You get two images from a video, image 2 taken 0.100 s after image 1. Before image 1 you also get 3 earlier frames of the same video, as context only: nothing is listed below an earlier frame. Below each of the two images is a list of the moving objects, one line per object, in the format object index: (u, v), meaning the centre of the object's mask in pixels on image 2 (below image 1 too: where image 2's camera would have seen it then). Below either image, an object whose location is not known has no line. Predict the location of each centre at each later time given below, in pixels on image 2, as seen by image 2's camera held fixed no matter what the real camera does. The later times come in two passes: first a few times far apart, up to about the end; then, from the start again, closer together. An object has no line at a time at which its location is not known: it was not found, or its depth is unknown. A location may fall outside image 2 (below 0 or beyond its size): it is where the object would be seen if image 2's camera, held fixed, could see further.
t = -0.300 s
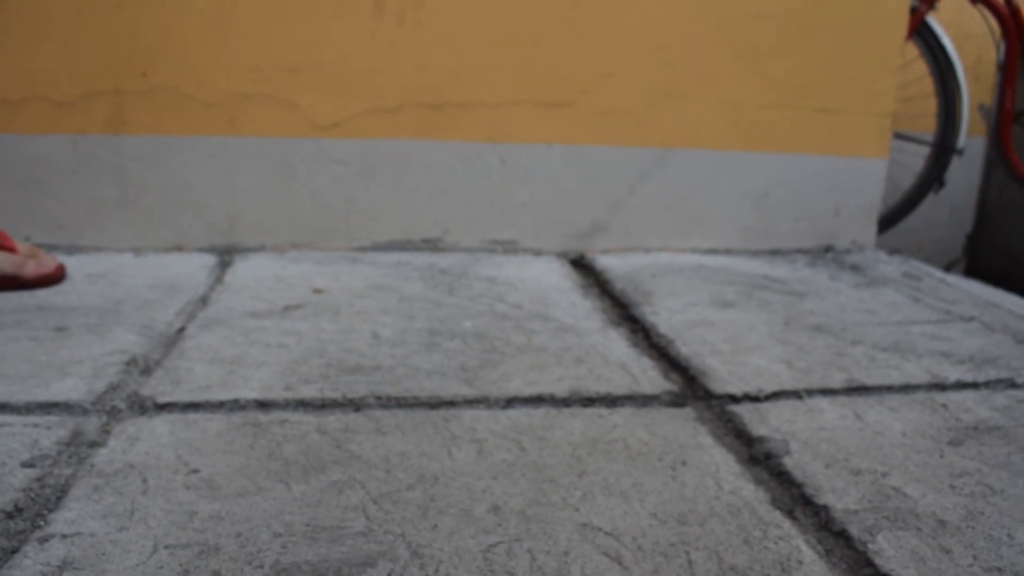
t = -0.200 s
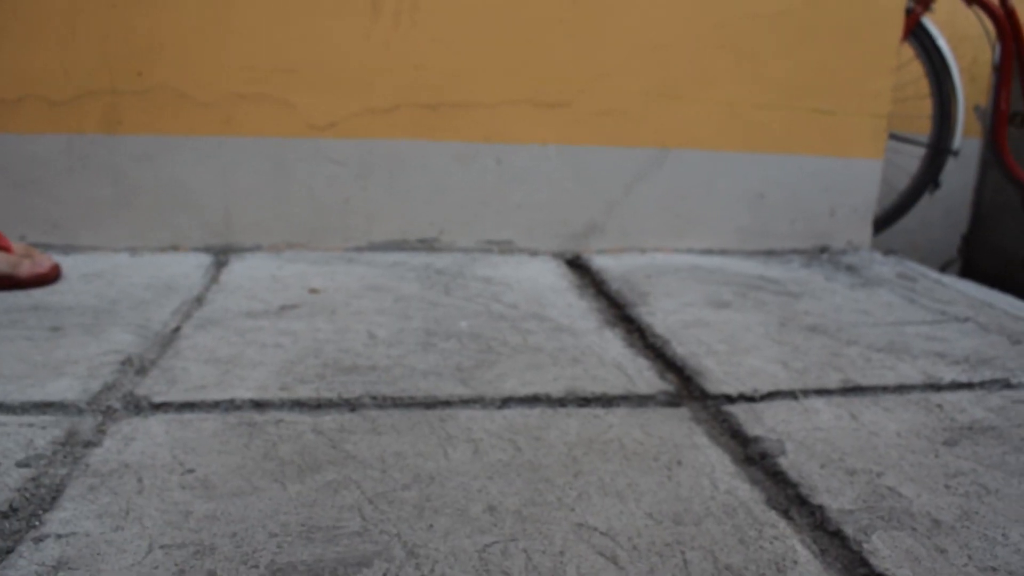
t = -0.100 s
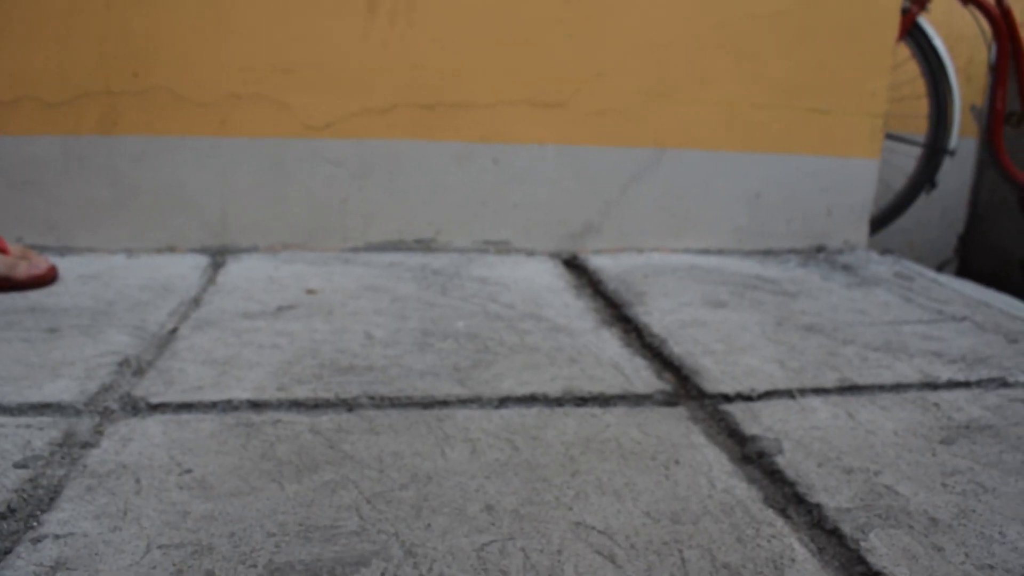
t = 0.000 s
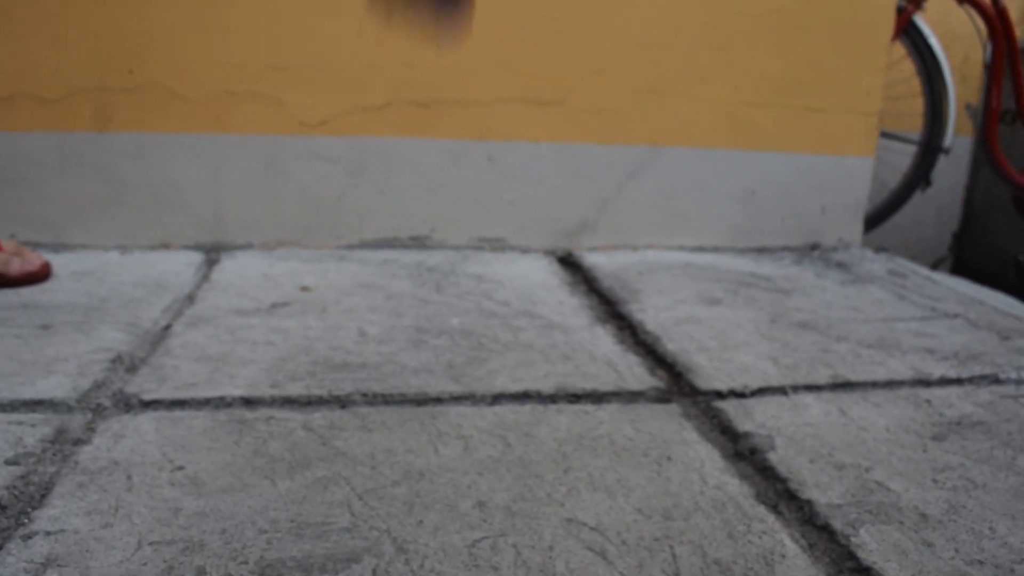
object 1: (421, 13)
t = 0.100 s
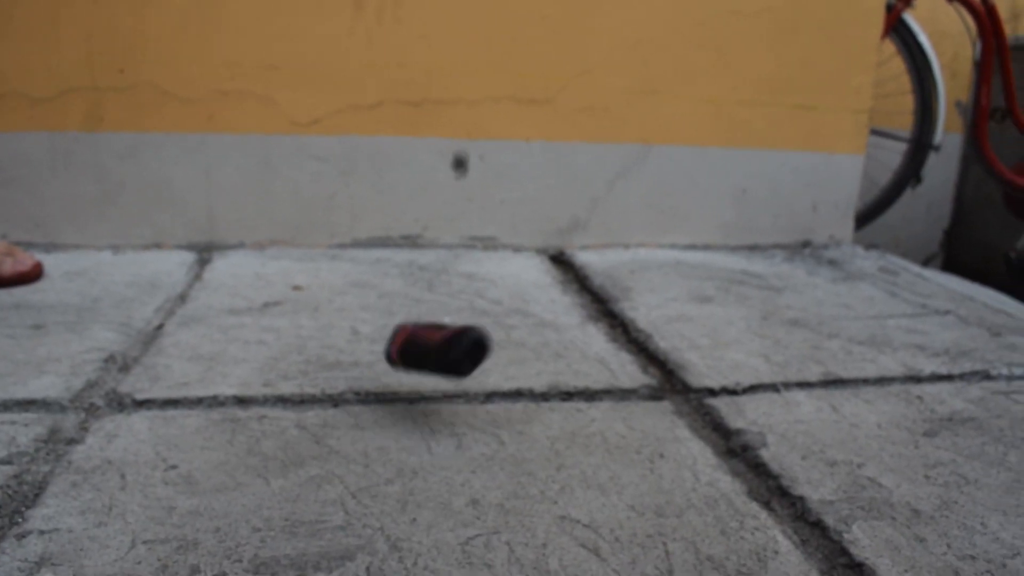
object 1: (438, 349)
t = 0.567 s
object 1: (638, 439)
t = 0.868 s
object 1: (651, 447)
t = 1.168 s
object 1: (648, 447)
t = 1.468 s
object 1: (649, 448)
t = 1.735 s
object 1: (648, 448)
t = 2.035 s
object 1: (649, 448)
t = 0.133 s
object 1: (452, 326)
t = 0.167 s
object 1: (468, 320)
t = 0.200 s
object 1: (484, 331)
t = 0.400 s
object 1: (589, 402)
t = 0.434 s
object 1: (601, 411)
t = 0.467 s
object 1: (610, 414)
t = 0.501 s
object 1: (619, 417)
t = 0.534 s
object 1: (628, 426)
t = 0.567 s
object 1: (638, 439)
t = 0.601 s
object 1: (649, 445)
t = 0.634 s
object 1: (657, 444)
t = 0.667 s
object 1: (661, 446)
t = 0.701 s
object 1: (664, 447)
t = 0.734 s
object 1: (664, 448)
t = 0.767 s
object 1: (664, 448)
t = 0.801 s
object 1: (662, 447)
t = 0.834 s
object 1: (657, 446)
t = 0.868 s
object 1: (651, 447)
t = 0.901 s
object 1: (643, 444)
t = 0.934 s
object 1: (637, 439)
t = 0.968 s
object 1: (634, 435)
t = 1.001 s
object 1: (632, 433)
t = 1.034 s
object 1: (632, 433)
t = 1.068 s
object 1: (634, 435)
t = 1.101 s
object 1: (636, 439)
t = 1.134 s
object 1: (641, 444)
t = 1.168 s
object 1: (648, 447)
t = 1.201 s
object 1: (651, 447)
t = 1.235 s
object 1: (649, 448)
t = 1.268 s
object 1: (647, 447)
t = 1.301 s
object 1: (646, 446)
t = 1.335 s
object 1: (646, 447)
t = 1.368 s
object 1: (648, 449)
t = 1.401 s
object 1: (650, 448)
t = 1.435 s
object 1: (649, 448)
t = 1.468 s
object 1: (649, 448)
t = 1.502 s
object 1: (648, 448)
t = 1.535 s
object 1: (648, 448)
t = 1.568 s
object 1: (649, 448)
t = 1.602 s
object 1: (648, 448)
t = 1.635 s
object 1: (648, 448)
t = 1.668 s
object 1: (648, 448)
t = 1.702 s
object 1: (648, 448)
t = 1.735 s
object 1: (648, 448)
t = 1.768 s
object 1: (648, 448)
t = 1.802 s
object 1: (647, 449)
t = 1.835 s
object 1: (647, 448)
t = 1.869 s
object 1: (648, 448)
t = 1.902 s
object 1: (648, 447)
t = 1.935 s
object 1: (650, 447)
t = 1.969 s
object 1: (649, 448)
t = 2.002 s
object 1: (650, 447)
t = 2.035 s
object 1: (649, 448)
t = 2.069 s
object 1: (649, 447)
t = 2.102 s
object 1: (649, 447)
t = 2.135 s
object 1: (649, 447)
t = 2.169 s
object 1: (649, 447)
